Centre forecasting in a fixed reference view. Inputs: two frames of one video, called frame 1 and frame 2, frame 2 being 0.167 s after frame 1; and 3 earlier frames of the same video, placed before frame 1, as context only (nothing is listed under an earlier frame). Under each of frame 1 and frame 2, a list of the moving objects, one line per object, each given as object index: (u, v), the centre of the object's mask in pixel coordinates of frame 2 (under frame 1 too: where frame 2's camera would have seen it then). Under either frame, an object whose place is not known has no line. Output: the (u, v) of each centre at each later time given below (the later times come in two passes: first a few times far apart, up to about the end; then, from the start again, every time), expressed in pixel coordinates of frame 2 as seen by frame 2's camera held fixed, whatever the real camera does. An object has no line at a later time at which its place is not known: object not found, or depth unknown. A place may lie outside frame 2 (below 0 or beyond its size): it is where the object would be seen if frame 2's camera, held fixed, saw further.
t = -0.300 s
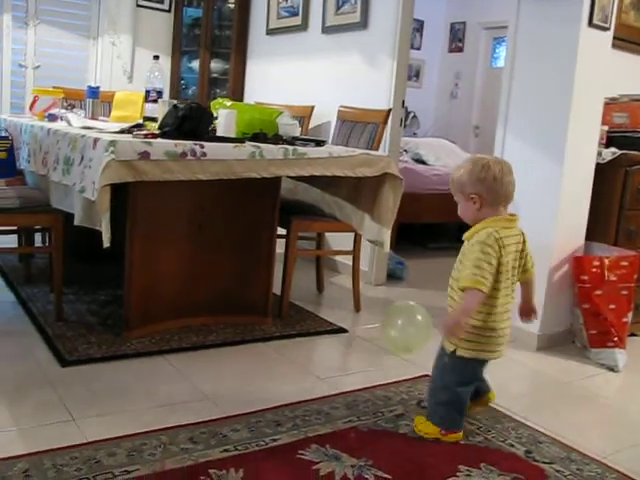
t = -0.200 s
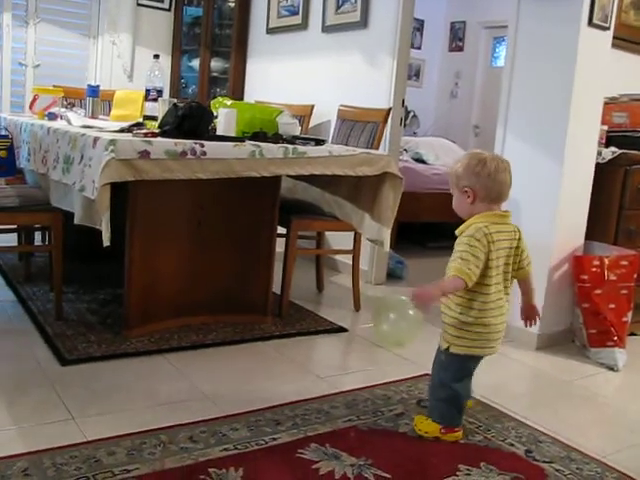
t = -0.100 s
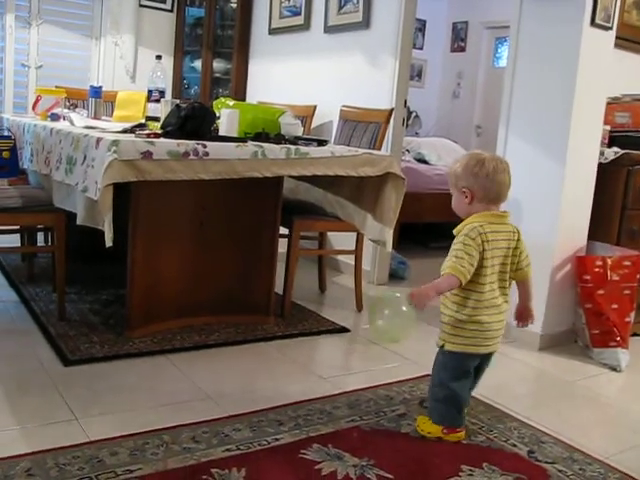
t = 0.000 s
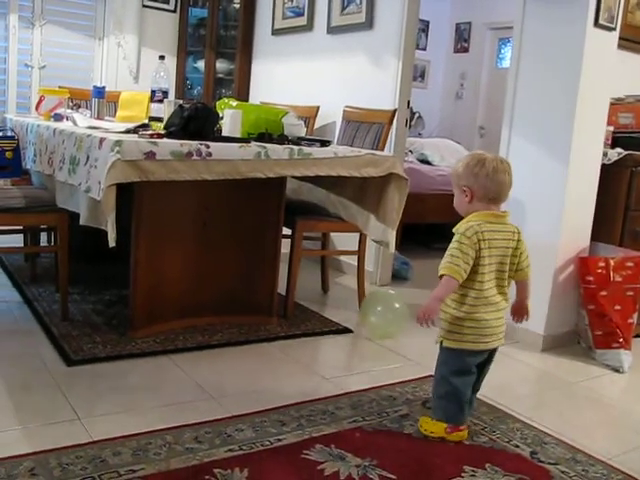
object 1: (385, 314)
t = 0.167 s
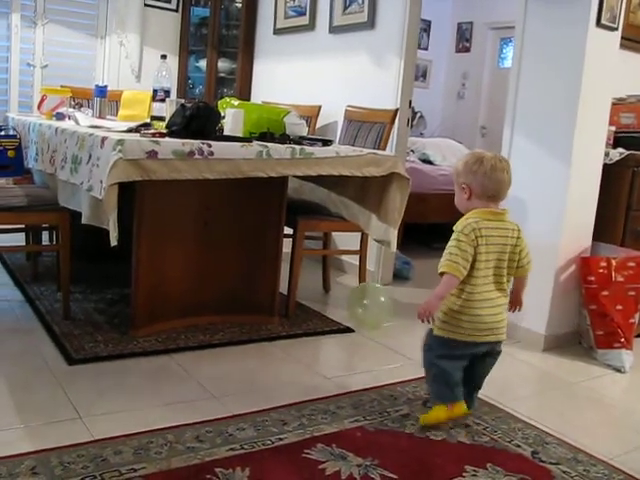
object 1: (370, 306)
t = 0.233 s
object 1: (365, 303)
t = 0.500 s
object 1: (342, 295)
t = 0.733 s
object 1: (319, 285)
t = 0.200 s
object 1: (366, 304)
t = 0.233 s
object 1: (365, 303)
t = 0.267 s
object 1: (362, 302)
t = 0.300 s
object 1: (358, 301)
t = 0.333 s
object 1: (355, 299)
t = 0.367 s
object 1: (353, 298)
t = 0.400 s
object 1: (352, 298)
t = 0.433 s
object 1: (348, 297)
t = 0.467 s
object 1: (344, 296)
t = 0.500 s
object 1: (342, 295)
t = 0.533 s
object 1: (339, 294)
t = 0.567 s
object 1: (335, 292)
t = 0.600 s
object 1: (333, 291)
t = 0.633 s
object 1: (330, 290)
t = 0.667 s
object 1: (327, 289)
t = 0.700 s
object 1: (323, 288)
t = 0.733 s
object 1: (319, 285)
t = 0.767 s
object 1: (317, 285)
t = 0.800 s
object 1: (316, 284)
